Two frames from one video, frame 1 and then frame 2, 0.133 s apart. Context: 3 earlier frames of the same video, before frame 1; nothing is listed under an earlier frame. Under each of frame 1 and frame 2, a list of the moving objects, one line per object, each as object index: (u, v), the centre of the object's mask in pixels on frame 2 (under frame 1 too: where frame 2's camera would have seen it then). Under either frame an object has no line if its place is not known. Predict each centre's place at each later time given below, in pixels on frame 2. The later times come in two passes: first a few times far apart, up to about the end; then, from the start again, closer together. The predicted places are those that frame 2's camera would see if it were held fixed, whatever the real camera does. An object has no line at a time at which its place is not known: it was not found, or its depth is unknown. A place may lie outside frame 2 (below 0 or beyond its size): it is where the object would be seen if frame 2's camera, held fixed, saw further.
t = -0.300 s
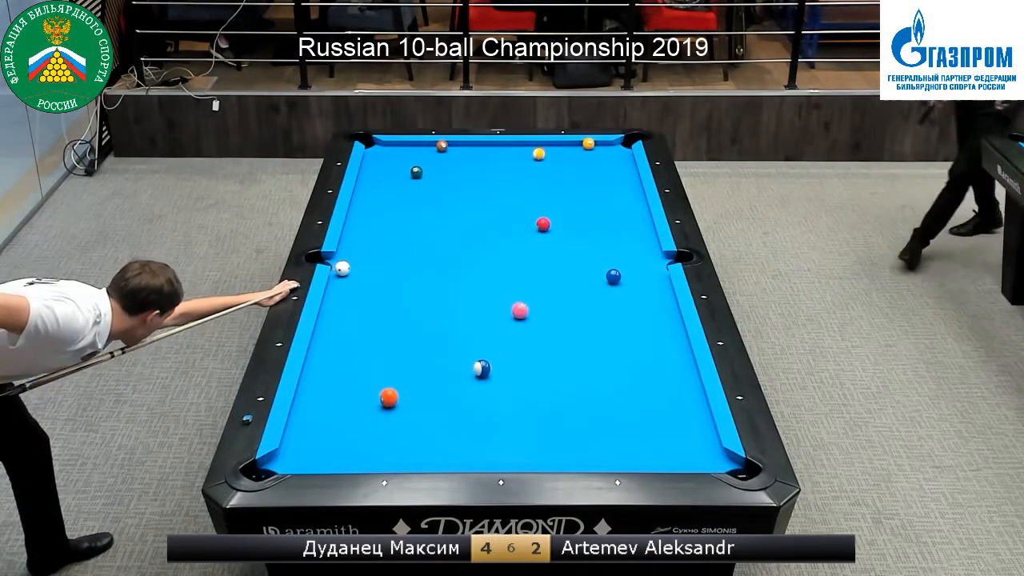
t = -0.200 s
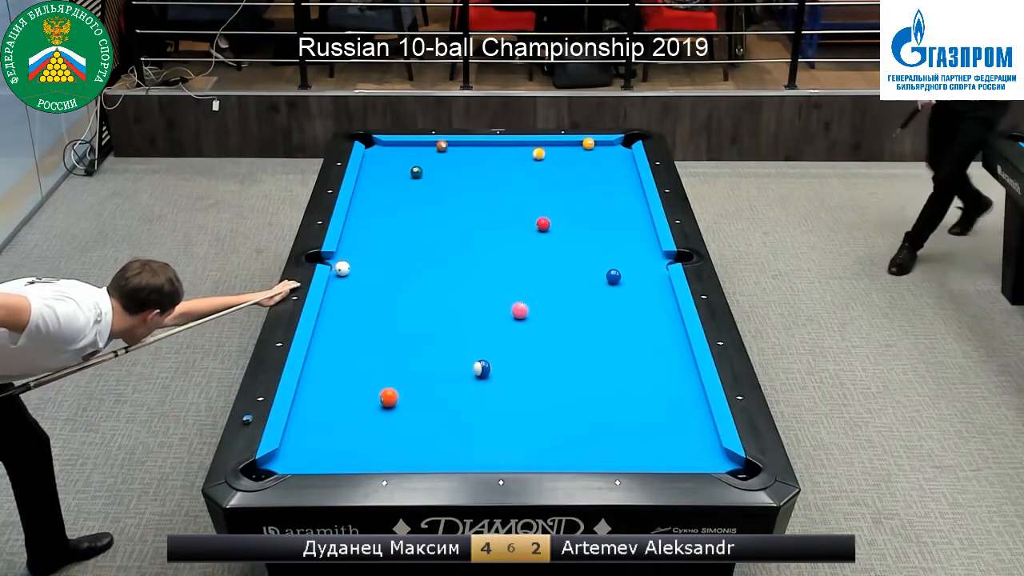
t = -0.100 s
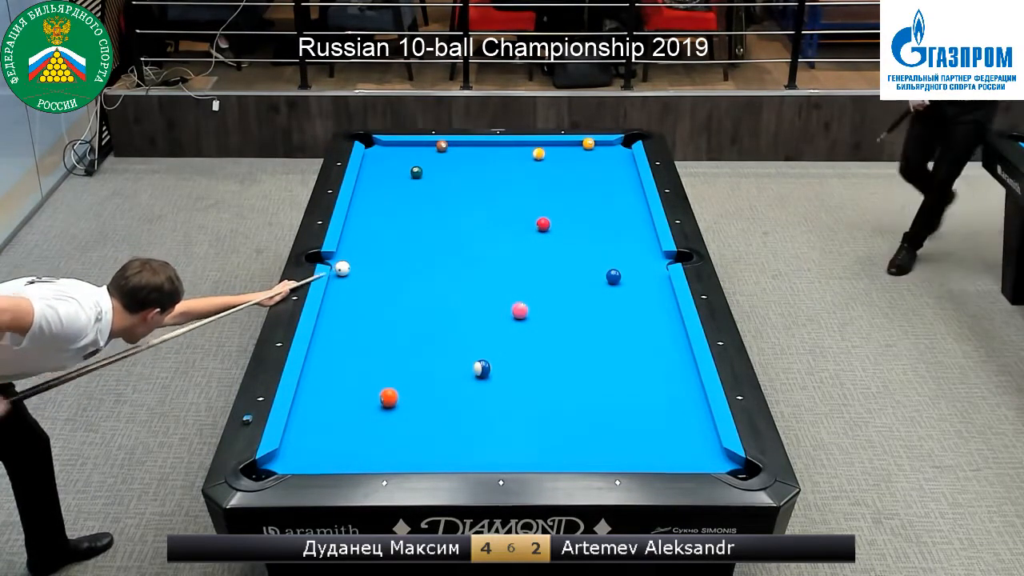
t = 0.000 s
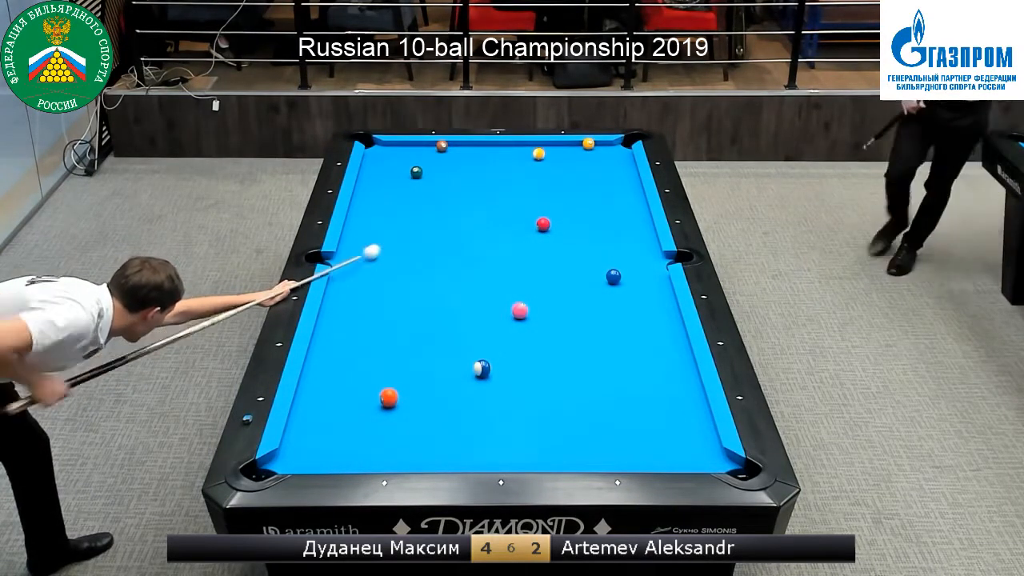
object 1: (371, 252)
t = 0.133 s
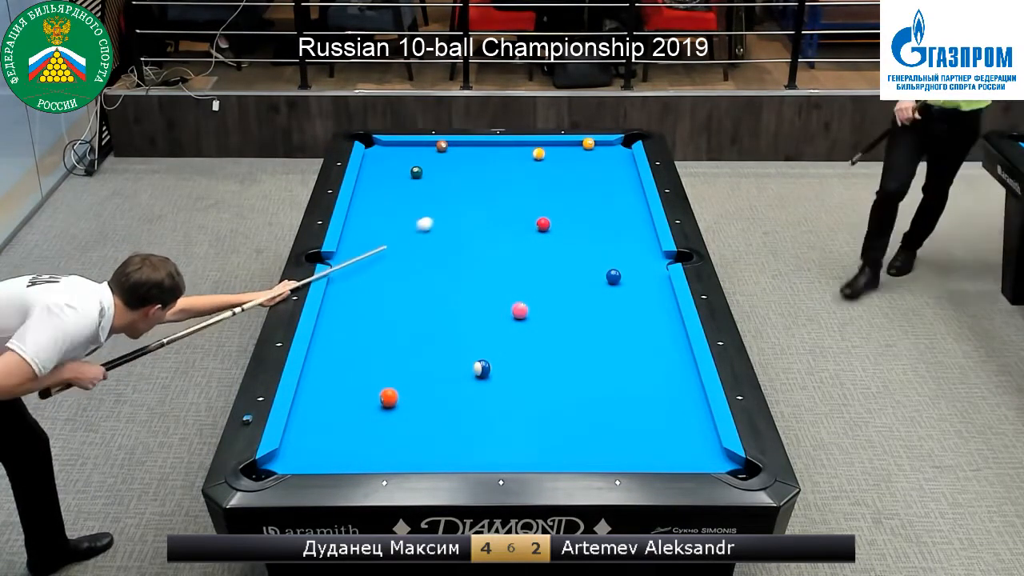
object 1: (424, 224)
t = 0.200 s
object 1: (449, 211)
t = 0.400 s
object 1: (514, 176)
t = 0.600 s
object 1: (571, 146)
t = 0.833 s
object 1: (587, 166)
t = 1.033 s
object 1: (604, 185)
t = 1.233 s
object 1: (623, 203)
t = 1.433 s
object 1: (643, 224)
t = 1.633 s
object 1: (647, 242)
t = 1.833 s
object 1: (644, 263)
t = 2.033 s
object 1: (642, 283)
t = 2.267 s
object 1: (638, 308)
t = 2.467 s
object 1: (635, 331)
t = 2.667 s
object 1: (632, 355)
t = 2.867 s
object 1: (629, 381)
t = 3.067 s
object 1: (625, 408)
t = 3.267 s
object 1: (621, 436)
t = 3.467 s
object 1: (614, 454)
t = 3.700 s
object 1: (601, 435)
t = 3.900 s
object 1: (589, 420)
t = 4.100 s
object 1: (578, 406)
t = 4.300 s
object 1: (569, 392)
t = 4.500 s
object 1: (560, 380)
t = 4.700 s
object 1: (551, 369)
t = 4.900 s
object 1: (544, 359)
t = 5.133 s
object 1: (536, 348)
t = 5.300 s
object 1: (531, 340)
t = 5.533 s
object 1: (524, 332)
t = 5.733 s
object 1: (519, 324)
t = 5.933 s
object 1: (514, 319)
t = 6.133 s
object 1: (508, 317)
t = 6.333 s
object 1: (503, 315)
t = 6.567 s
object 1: (499, 313)
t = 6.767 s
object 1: (495, 312)
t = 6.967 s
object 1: (493, 312)
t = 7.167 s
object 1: (491, 311)
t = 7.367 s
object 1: (490, 311)
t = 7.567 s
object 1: (490, 311)
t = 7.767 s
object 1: (490, 311)
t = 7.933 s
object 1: (490, 311)
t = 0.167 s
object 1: (436, 217)
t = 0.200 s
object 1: (449, 211)
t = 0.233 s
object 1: (460, 205)
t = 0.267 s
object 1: (472, 199)
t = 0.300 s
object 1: (483, 193)
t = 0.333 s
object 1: (494, 187)
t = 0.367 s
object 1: (504, 182)
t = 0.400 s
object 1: (514, 176)
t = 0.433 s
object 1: (524, 171)
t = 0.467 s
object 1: (534, 166)
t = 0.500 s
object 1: (544, 161)
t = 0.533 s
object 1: (553, 155)
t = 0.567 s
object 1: (562, 151)
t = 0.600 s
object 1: (571, 146)
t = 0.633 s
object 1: (577, 144)
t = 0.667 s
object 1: (578, 148)
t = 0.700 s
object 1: (579, 152)
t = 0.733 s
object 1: (581, 156)
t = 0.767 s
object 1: (582, 159)
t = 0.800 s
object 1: (584, 163)
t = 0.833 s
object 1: (587, 166)
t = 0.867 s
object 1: (590, 169)
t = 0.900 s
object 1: (592, 172)
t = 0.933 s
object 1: (595, 175)
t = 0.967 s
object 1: (598, 178)
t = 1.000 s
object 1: (601, 181)
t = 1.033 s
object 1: (604, 185)
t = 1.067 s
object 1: (607, 188)
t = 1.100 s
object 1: (610, 191)
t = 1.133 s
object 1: (614, 194)
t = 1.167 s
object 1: (617, 197)
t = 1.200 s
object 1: (620, 201)
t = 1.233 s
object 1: (623, 203)
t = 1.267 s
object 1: (626, 207)
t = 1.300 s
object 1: (630, 210)
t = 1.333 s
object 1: (633, 213)
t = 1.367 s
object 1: (636, 217)
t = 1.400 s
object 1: (640, 220)
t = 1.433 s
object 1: (643, 224)
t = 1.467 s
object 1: (647, 227)
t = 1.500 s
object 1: (648, 231)
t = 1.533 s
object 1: (648, 234)
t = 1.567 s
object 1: (648, 237)
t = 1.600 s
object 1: (647, 240)
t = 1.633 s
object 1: (647, 242)
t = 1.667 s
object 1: (647, 246)
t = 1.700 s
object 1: (647, 248)
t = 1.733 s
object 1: (646, 252)
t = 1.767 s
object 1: (645, 257)
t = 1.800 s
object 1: (644, 260)
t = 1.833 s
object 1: (644, 263)
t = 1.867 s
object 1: (644, 266)
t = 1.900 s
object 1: (643, 270)
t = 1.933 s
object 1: (643, 274)
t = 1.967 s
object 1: (643, 277)
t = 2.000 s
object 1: (642, 280)
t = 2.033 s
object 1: (642, 283)
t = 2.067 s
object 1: (641, 287)
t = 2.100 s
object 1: (641, 290)
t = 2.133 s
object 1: (640, 294)
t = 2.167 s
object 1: (640, 298)
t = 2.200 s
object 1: (639, 301)
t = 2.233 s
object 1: (639, 305)
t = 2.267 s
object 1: (638, 308)
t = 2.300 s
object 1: (638, 312)
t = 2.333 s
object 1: (637, 316)
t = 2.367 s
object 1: (637, 320)
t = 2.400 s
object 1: (637, 323)
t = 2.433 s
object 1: (636, 327)
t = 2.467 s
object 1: (635, 331)
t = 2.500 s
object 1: (635, 335)
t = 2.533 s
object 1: (635, 339)
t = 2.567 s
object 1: (634, 343)
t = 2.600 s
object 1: (633, 347)
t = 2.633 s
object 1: (633, 351)
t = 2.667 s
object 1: (632, 355)
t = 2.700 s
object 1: (632, 359)
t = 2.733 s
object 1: (631, 364)
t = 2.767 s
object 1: (631, 368)
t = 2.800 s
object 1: (630, 372)
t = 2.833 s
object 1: (629, 377)
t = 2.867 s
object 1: (629, 381)
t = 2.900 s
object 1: (628, 385)
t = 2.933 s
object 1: (627, 390)
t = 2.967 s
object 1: (627, 394)
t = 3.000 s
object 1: (626, 398)
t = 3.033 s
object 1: (626, 403)
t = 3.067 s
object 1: (625, 408)
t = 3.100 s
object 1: (624, 412)
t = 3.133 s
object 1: (624, 417)
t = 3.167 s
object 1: (623, 422)
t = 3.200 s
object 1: (622, 426)
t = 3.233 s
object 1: (622, 431)
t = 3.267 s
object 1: (621, 436)
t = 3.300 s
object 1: (620, 441)
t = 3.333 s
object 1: (619, 446)
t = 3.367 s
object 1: (619, 450)
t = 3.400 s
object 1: (618, 453)
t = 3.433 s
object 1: (617, 456)
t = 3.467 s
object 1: (614, 454)
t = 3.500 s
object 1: (612, 452)
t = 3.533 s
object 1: (611, 450)
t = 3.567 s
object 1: (608, 447)
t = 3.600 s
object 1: (607, 444)
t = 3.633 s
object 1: (605, 440)
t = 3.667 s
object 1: (603, 438)
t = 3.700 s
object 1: (601, 435)
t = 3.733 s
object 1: (599, 432)
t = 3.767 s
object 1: (597, 430)
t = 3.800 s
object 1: (595, 428)
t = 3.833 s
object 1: (592, 425)
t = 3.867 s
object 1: (591, 423)
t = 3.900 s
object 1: (589, 420)
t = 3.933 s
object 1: (587, 418)
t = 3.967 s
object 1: (585, 415)
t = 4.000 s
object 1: (584, 413)
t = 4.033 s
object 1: (582, 410)
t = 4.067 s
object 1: (580, 408)
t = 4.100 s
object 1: (578, 406)
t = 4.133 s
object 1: (577, 404)
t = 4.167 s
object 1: (575, 401)
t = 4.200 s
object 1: (573, 399)
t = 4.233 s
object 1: (572, 397)
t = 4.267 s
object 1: (570, 395)
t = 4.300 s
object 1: (569, 392)
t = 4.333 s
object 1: (567, 390)
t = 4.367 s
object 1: (565, 388)
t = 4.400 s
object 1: (564, 386)
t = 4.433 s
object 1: (562, 384)
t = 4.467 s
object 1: (561, 382)
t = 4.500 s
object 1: (560, 380)
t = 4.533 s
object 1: (558, 378)
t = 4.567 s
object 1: (557, 377)
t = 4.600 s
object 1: (556, 375)
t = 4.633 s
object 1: (554, 373)
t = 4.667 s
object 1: (553, 371)
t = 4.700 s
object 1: (551, 369)
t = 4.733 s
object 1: (550, 367)
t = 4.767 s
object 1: (549, 365)
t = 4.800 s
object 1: (547, 364)
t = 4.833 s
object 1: (546, 362)
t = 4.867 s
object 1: (545, 361)
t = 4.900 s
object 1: (544, 359)
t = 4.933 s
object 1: (543, 357)
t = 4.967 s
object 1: (541, 356)
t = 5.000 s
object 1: (540, 354)
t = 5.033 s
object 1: (539, 353)
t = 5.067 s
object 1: (538, 351)
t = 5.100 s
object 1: (537, 349)
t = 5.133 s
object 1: (536, 348)
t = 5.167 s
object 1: (535, 347)
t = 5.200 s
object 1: (534, 345)
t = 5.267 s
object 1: (532, 342)
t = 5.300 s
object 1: (531, 340)
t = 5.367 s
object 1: (529, 338)
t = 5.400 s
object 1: (528, 337)
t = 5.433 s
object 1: (527, 336)
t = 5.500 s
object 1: (525, 333)
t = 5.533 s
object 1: (524, 332)
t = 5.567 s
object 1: (523, 331)
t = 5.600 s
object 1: (522, 329)
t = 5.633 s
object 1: (521, 328)
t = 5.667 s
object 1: (520, 327)
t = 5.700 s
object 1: (520, 326)
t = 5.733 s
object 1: (519, 324)
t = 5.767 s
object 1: (518, 323)
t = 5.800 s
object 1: (517, 322)
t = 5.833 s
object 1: (517, 321)
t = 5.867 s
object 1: (516, 320)
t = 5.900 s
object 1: (515, 319)
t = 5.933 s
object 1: (514, 319)
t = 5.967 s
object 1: (513, 318)
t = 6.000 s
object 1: (512, 318)
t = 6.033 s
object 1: (511, 317)
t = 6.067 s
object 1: (510, 317)
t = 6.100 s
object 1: (509, 317)
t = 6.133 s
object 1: (508, 317)
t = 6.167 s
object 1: (508, 316)
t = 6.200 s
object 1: (507, 316)
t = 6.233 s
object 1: (506, 316)
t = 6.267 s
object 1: (505, 315)
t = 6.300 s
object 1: (504, 315)
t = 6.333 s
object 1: (503, 315)
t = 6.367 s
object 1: (503, 315)
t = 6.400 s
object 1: (502, 314)
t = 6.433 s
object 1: (501, 314)
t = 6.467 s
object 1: (500, 314)
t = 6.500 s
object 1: (500, 314)
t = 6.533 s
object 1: (499, 314)
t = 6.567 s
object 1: (499, 313)
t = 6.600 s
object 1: (498, 313)
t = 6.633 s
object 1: (498, 313)
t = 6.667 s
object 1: (497, 313)
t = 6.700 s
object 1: (496, 313)
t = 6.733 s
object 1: (496, 313)
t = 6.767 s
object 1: (495, 312)
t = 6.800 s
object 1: (495, 312)
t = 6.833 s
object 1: (494, 312)
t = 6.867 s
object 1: (494, 312)
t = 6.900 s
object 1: (493, 312)
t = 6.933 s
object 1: (493, 312)
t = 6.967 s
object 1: (493, 312)
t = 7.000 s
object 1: (492, 312)
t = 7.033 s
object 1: (492, 311)
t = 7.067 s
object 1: (492, 311)
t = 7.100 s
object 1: (491, 311)
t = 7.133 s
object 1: (491, 311)
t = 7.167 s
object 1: (491, 311)
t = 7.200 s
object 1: (491, 311)
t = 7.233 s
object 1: (490, 311)
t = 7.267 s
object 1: (490, 311)
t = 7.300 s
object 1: (490, 311)
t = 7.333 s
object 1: (490, 311)
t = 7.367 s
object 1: (490, 311)
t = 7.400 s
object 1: (490, 311)
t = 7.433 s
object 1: (490, 311)
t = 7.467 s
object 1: (490, 311)
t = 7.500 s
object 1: (490, 311)
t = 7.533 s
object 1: (490, 311)
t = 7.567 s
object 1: (490, 311)
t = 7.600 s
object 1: (490, 311)
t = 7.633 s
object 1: (490, 311)
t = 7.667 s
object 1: (490, 311)
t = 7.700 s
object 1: (490, 311)
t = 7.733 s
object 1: (490, 311)
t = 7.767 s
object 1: (490, 311)
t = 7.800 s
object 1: (490, 311)
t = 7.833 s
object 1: (490, 311)
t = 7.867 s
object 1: (490, 311)
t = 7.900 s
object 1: (490, 311)
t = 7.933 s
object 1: (490, 311)
